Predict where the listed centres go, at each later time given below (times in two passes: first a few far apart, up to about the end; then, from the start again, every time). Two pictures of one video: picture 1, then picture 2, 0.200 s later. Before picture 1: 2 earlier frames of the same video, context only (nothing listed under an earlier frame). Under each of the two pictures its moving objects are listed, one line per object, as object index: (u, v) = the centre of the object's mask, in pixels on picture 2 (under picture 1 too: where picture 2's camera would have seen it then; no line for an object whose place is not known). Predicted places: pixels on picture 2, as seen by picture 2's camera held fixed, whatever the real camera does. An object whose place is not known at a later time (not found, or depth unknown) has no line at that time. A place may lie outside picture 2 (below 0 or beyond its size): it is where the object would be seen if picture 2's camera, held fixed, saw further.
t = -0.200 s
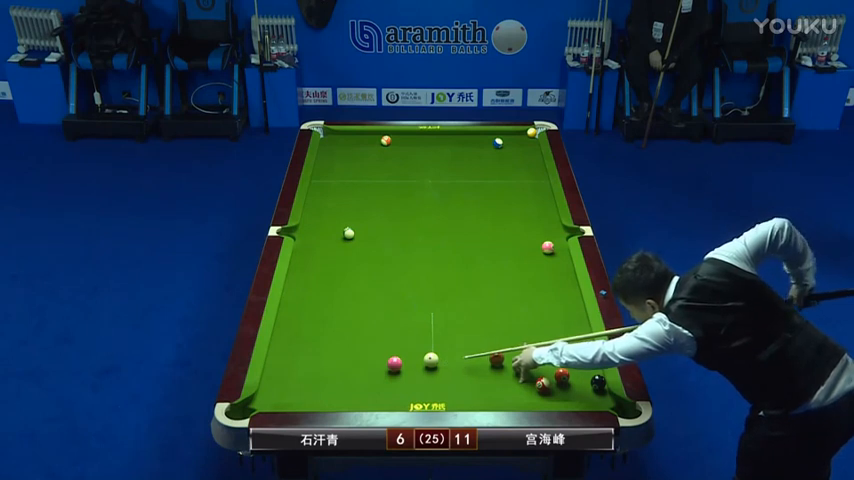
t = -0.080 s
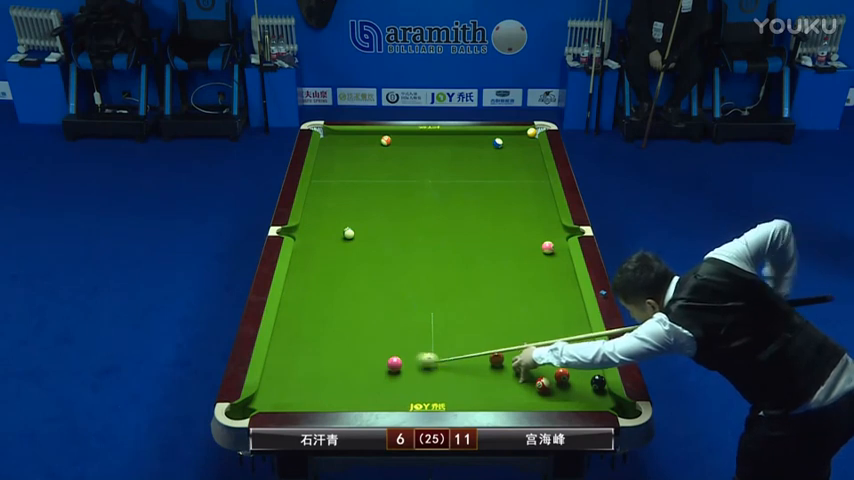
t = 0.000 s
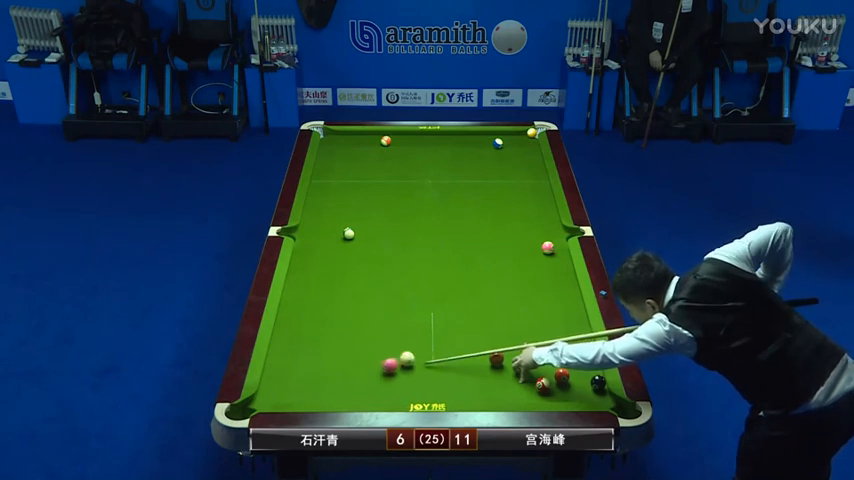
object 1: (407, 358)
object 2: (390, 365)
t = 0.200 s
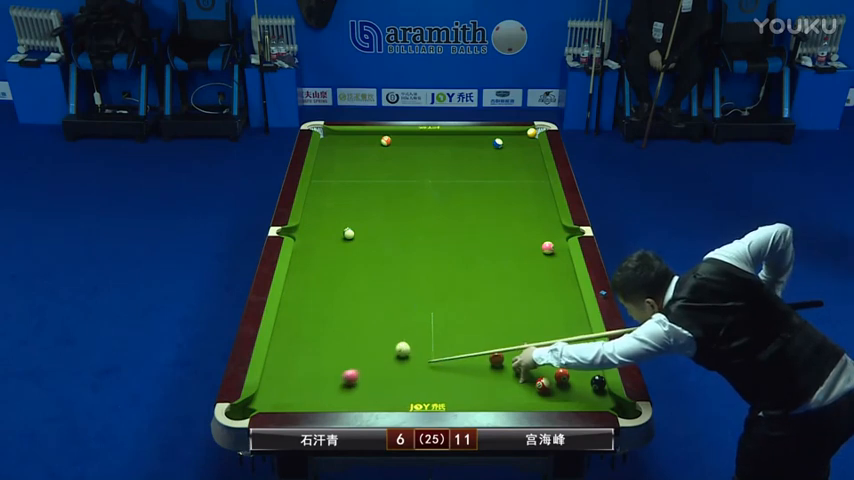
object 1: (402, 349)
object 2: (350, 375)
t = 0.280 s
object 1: (402, 346)
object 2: (335, 380)
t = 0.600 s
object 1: (399, 334)
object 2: (274, 396)
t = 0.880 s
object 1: (396, 325)
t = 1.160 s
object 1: (393, 317)
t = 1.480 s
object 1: (391, 309)
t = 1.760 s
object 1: (389, 303)
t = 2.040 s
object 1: (388, 298)
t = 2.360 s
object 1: (386, 294)
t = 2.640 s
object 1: (385, 291)
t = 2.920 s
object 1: (385, 289)
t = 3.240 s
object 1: (384, 287)
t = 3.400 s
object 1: (385, 287)
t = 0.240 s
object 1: (402, 347)
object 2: (343, 377)
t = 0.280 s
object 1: (402, 346)
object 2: (335, 380)
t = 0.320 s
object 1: (402, 344)
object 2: (327, 381)
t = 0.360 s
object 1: (401, 343)
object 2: (320, 384)
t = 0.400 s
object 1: (401, 341)
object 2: (312, 386)
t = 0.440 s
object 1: (400, 339)
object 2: (304, 388)
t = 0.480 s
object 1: (400, 338)
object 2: (297, 391)
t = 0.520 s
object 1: (399, 336)
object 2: (289, 391)
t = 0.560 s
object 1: (399, 335)
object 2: (281, 394)
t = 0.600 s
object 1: (399, 334)
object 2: (274, 396)
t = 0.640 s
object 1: (398, 332)
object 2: (266, 398)
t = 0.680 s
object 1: (398, 331)
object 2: (258, 401)
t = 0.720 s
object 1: (398, 330)
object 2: (250, 405)
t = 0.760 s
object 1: (397, 329)
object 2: (243, 412)
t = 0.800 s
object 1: (397, 327)
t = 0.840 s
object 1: (397, 326)
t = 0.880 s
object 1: (396, 325)
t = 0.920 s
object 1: (396, 323)
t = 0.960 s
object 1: (396, 322)
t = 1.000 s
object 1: (395, 321)
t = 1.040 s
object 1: (395, 320)
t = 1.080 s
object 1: (394, 319)
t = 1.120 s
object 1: (394, 318)
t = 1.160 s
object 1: (393, 317)
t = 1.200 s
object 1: (393, 315)
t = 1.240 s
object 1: (393, 315)
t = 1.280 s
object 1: (392, 314)
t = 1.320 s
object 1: (392, 313)
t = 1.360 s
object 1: (392, 312)
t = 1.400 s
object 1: (392, 311)
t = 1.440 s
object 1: (391, 310)
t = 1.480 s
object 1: (391, 309)
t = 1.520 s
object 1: (391, 308)
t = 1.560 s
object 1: (390, 307)
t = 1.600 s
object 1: (390, 307)
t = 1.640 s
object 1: (390, 306)
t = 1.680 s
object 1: (389, 305)
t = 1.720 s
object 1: (389, 304)
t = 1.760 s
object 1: (389, 303)
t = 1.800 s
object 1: (389, 303)
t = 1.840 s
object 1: (388, 302)
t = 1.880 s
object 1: (388, 301)
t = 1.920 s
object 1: (388, 300)
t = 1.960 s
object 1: (388, 300)
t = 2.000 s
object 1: (388, 299)
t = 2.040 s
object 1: (388, 298)
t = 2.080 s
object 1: (387, 298)
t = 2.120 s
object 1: (387, 297)
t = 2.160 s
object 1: (387, 297)
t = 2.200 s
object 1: (387, 296)
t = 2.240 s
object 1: (386, 296)
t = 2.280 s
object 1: (386, 295)
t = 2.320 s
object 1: (386, 295)
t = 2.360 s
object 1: (386, 294)
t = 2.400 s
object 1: (386, 294)
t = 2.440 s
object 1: (386, 293)
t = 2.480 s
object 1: (386, 293)
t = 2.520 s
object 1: (386, 292)
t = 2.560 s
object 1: (385, 292)
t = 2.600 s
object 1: (385, 292)
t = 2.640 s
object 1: (385, 291)
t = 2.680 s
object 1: (385, 291)
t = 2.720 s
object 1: (385, 291)
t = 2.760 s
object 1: (385, 290)
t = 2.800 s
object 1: (385, 290)
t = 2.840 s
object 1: (385, 290)
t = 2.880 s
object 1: (385, 289)
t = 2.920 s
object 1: (385, 289)
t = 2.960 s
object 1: (385, 289)
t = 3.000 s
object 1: (384, 289)
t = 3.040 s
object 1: (384, 288)
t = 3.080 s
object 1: (385, 288)
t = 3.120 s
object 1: (384, 288)
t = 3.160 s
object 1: (384, 288)
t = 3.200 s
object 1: (384, 288)
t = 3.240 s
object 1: (384, 287)
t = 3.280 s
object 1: (384, 287)
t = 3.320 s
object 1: (384, 287)
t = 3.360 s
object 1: (384, 287)
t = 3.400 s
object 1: (385, 287)
